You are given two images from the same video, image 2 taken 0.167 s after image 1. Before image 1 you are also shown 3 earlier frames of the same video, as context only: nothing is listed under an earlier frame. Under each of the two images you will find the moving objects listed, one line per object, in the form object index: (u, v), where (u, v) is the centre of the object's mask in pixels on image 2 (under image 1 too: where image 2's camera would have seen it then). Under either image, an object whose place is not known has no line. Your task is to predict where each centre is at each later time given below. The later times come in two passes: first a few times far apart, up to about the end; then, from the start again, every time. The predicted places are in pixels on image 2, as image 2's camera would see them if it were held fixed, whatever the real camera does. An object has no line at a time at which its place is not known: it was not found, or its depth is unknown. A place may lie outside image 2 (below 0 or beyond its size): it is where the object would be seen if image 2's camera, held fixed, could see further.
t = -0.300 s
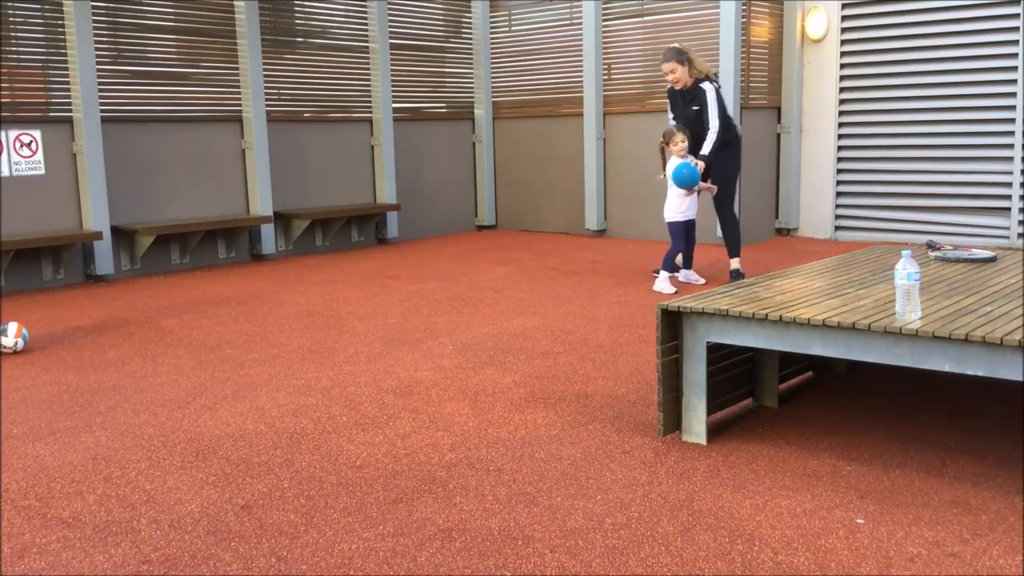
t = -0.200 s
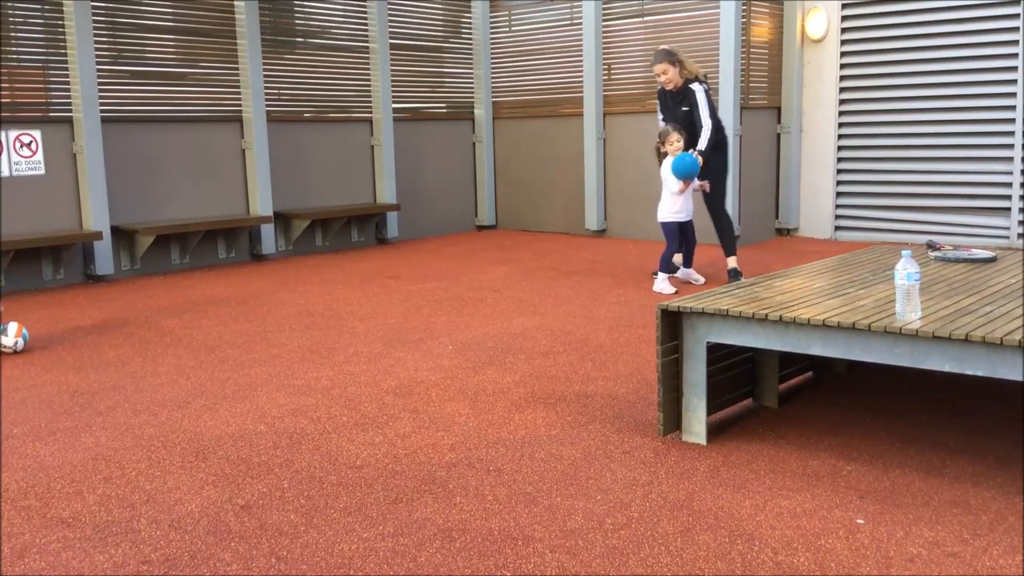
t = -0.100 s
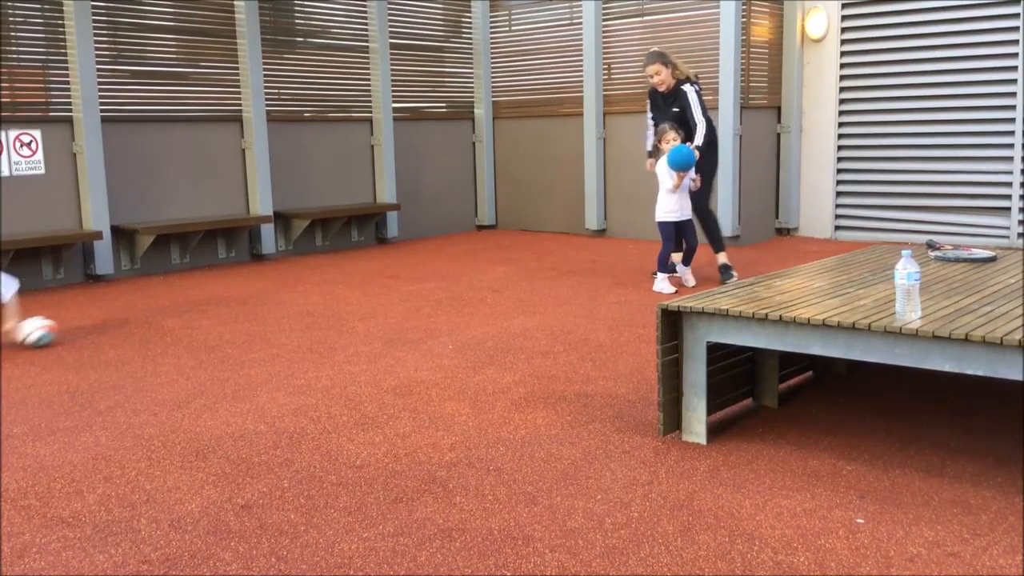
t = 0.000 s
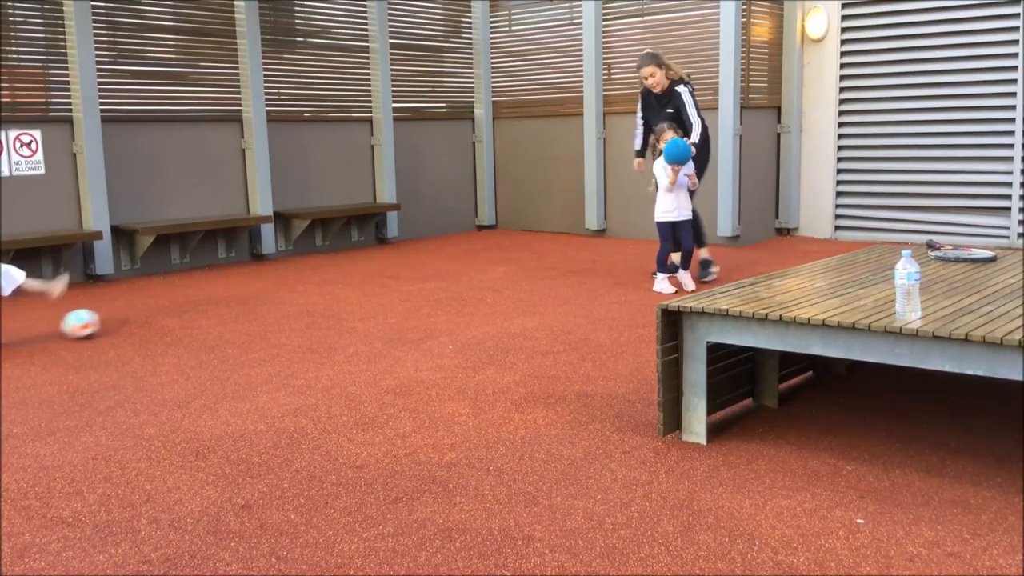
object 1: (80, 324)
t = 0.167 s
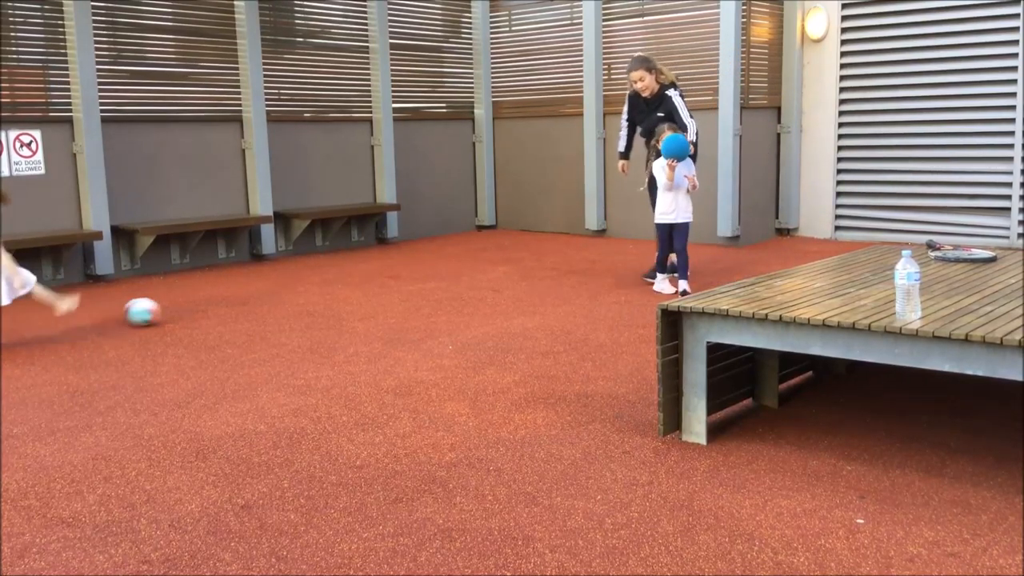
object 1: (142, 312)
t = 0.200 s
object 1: (153, 310)
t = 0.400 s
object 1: (215, 299)
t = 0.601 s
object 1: (269, 289)
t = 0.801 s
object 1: (316, 280)
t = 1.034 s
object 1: (363, 271)
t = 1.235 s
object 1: (398, 264)
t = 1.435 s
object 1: (430, 258)
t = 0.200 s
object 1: (153, 310)
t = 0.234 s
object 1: (163, 307)
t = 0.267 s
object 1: (174, 305)
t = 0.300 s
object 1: (185, 304)
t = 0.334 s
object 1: (195, 302)
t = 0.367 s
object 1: (205, 301)
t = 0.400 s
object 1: (215, 299)
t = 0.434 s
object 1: (225, 298)
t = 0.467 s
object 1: (233, 295)
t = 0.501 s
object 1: (243, 293)
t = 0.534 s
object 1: (252, 292)
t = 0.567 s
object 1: (261, 291)
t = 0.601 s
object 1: (269, 289)
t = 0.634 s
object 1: (277, 287)
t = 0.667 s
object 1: (286, 286)
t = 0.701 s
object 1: (293, 284)
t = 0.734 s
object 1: (300, 282)
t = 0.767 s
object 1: (308, 281)
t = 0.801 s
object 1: (316, 280)
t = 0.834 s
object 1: (323, 278)
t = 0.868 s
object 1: (330, 277)
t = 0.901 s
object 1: (336, 276)
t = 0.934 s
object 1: (343, 275)
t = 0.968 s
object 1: (350, 273)
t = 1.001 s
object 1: (356, 273)
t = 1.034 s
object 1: (363, 271)
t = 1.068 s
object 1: (370, 270)
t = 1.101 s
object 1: (376, 269)
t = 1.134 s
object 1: (382, 268)
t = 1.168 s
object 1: (387, 266)
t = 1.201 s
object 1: (392, 266)
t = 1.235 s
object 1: (398, 264)
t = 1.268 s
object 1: (403, 263)
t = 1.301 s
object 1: (409, 262)
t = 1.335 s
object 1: (415, 261)
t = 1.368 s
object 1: (420, 260)
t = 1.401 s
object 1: (425, 259)
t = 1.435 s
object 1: (430, 258)
